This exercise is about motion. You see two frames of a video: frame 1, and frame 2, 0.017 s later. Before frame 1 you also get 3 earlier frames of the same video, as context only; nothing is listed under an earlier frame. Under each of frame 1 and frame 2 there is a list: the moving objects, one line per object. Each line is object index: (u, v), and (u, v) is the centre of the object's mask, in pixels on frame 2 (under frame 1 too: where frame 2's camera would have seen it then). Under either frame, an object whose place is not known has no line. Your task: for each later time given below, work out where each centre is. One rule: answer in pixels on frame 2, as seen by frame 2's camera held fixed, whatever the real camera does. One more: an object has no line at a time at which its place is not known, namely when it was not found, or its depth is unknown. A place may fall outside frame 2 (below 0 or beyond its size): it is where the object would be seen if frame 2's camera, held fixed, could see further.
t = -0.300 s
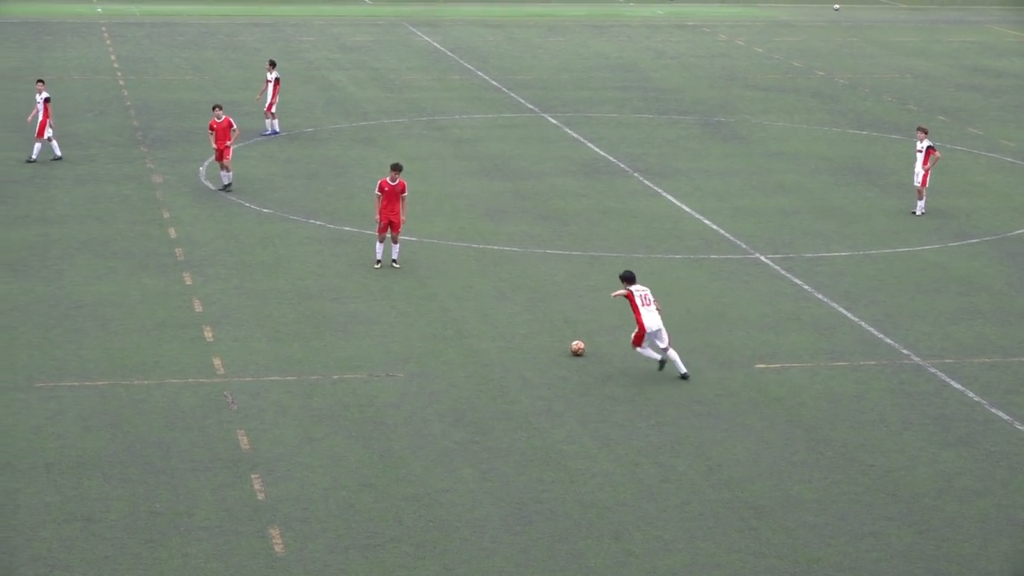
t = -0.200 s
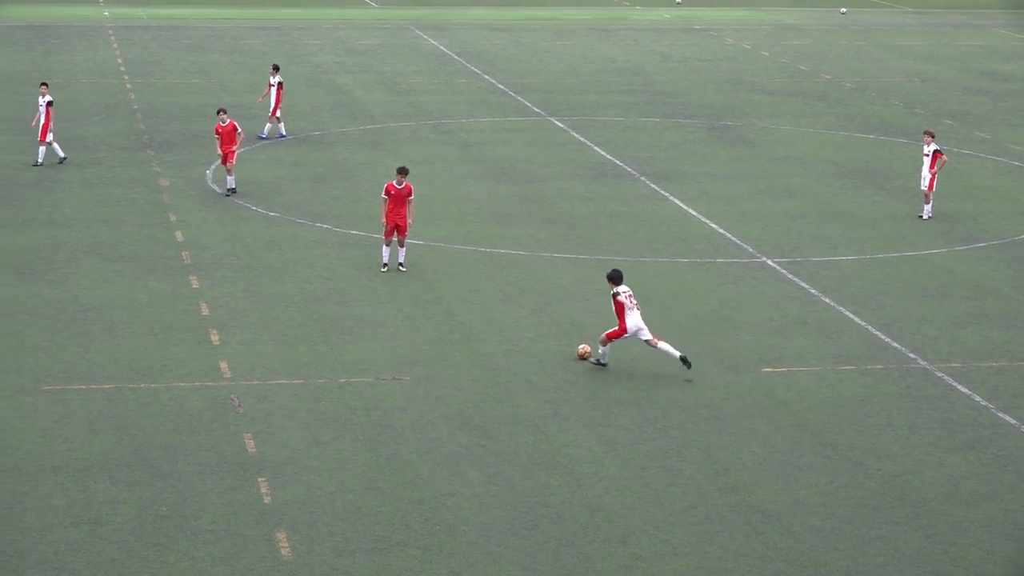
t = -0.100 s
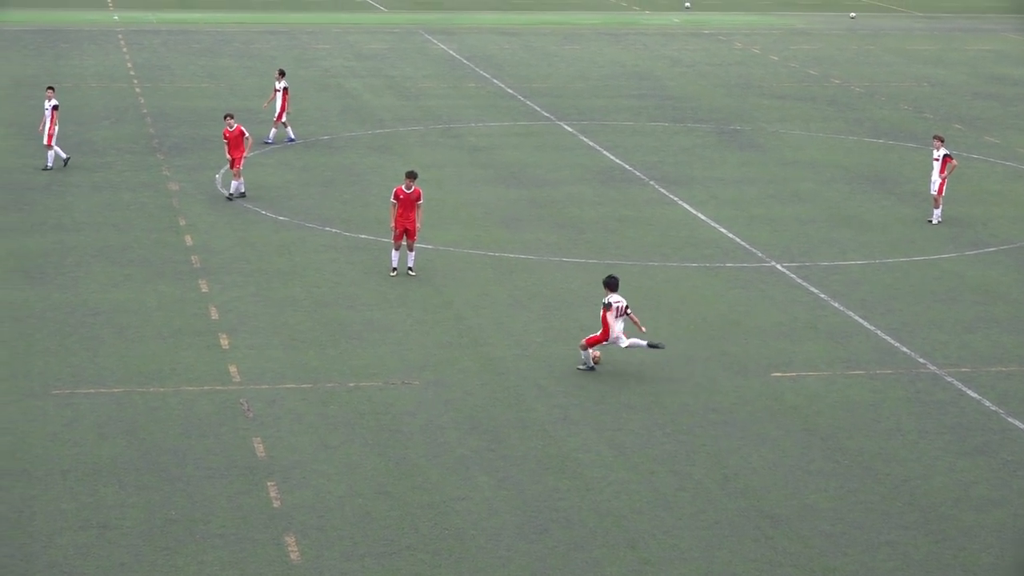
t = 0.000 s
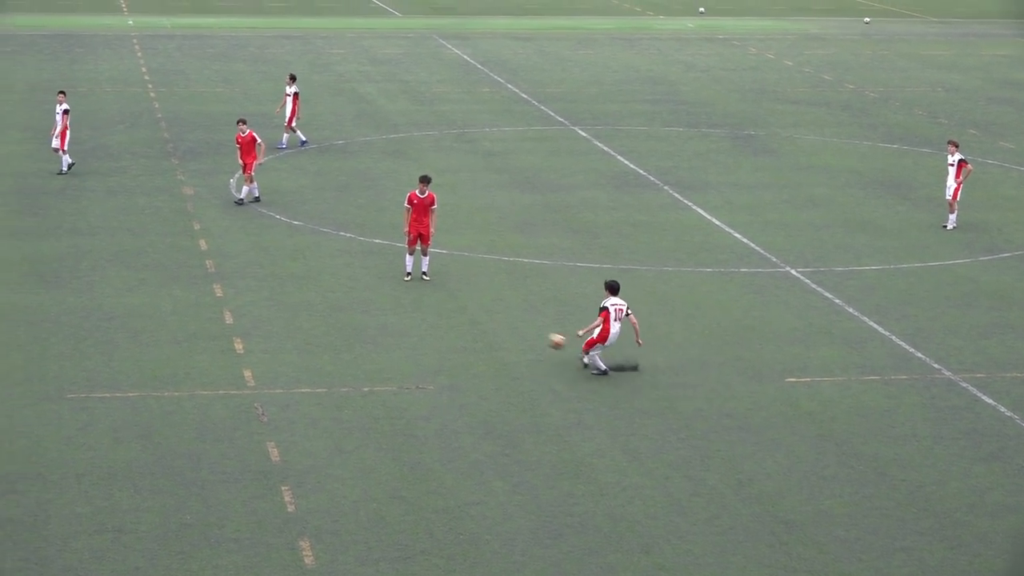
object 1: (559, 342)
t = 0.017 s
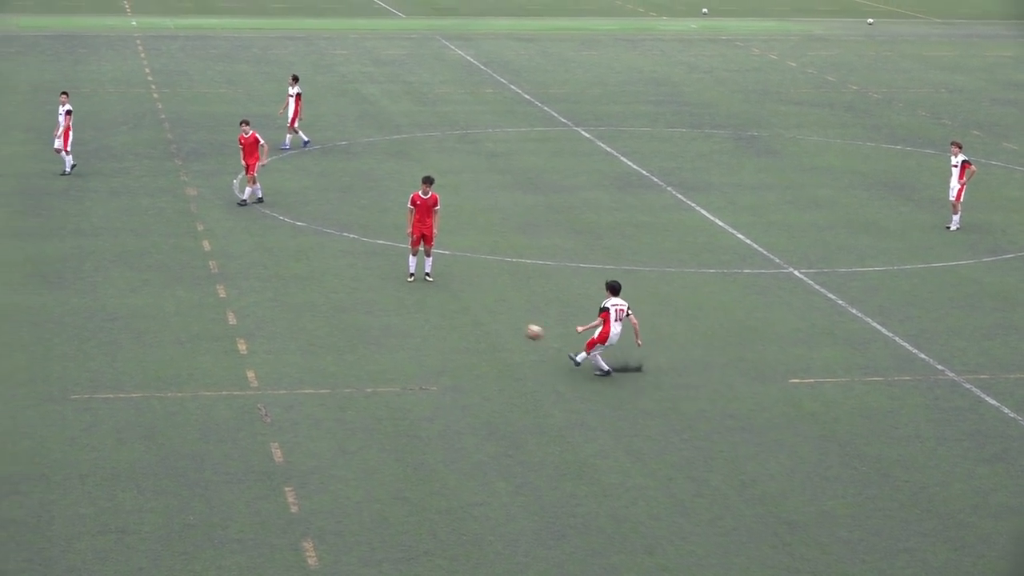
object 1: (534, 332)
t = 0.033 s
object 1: (508, 322)
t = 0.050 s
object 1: (483, 313)
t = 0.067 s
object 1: (458, 303)
